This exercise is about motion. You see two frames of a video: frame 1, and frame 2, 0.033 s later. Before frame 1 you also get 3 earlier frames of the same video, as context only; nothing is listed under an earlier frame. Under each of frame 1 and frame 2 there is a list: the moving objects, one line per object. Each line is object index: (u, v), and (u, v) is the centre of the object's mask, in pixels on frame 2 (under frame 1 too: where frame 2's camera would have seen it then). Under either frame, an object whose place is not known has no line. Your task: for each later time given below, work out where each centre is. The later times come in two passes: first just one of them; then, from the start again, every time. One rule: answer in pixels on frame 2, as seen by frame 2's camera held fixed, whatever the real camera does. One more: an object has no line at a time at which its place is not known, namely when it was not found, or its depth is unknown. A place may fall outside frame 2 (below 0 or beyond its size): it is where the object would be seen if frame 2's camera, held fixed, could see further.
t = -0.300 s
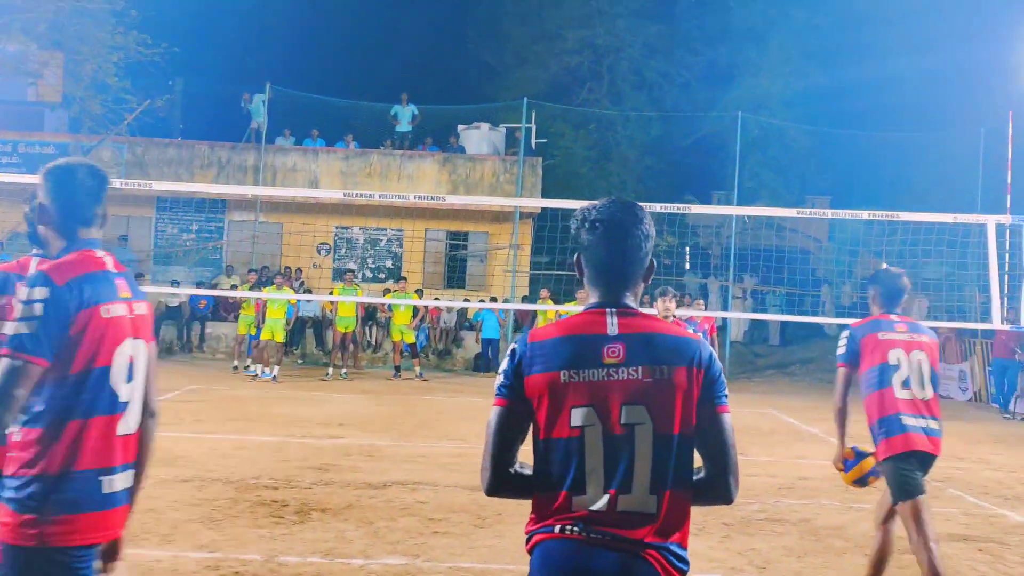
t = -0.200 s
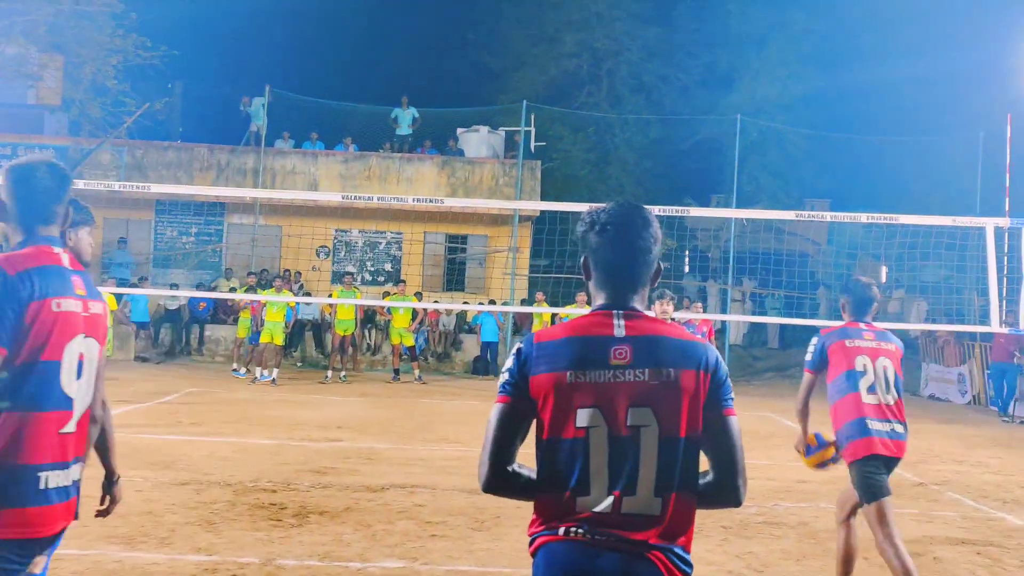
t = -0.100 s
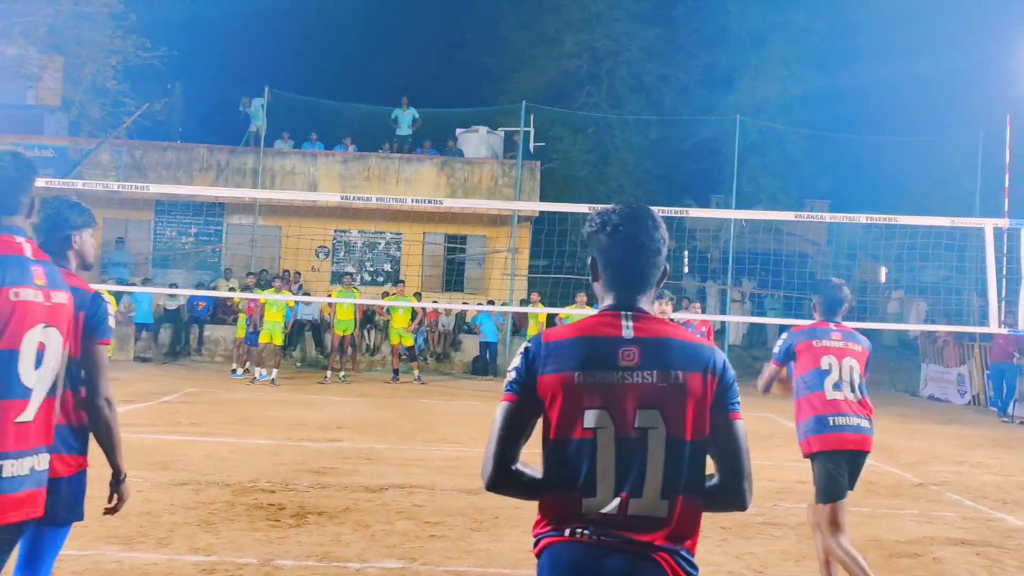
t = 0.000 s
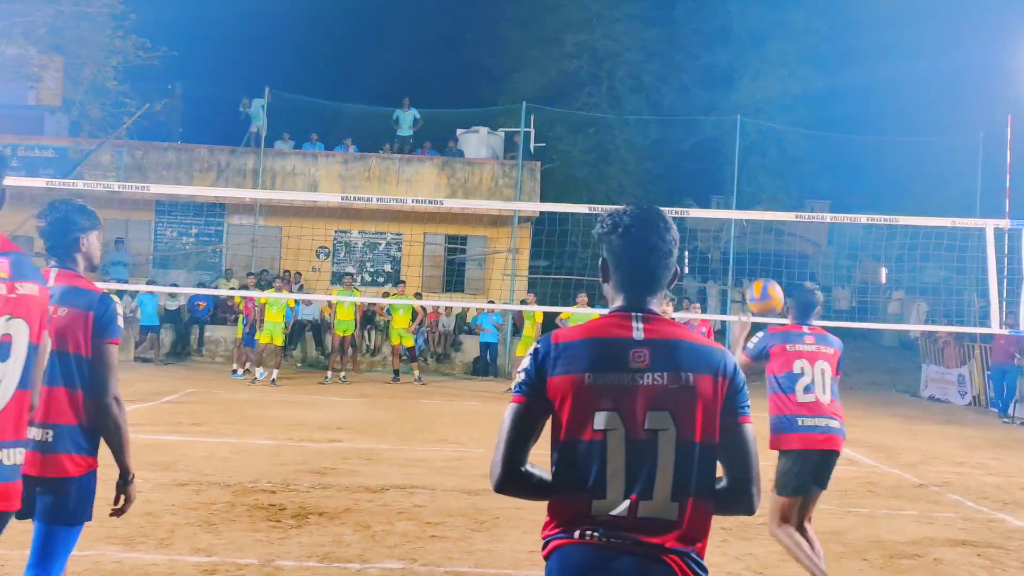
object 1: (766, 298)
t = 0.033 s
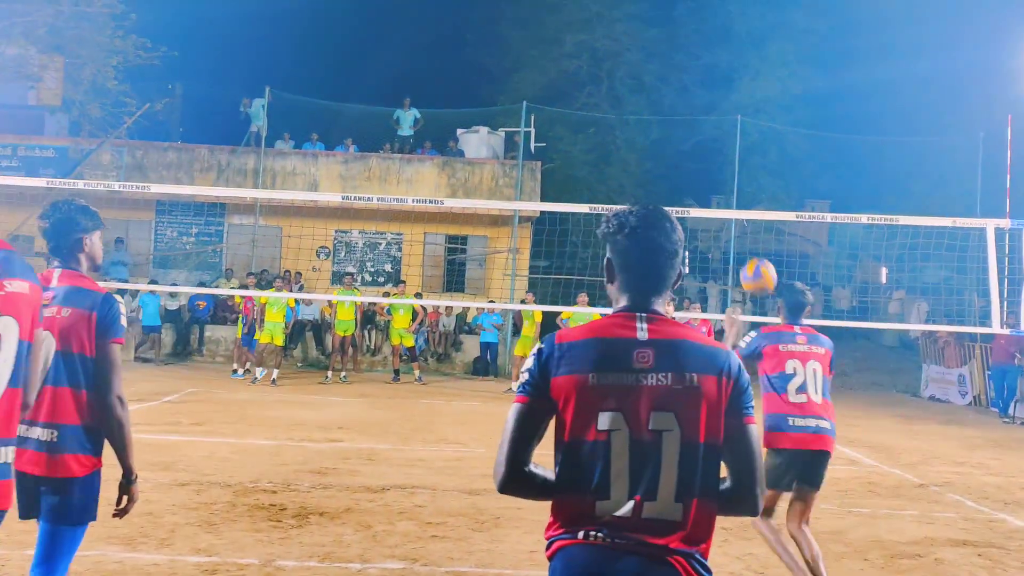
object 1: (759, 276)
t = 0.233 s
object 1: (721, 202)
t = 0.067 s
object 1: (751, 259)
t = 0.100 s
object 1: (745, 243)
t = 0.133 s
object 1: (739, 231)
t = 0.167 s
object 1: (732, 218)
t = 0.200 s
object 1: (727, 209)
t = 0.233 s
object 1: (721, 202)
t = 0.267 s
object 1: (716, 197)
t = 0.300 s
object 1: (710, 193)
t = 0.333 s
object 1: (704, 192)
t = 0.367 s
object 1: (699, 190)
